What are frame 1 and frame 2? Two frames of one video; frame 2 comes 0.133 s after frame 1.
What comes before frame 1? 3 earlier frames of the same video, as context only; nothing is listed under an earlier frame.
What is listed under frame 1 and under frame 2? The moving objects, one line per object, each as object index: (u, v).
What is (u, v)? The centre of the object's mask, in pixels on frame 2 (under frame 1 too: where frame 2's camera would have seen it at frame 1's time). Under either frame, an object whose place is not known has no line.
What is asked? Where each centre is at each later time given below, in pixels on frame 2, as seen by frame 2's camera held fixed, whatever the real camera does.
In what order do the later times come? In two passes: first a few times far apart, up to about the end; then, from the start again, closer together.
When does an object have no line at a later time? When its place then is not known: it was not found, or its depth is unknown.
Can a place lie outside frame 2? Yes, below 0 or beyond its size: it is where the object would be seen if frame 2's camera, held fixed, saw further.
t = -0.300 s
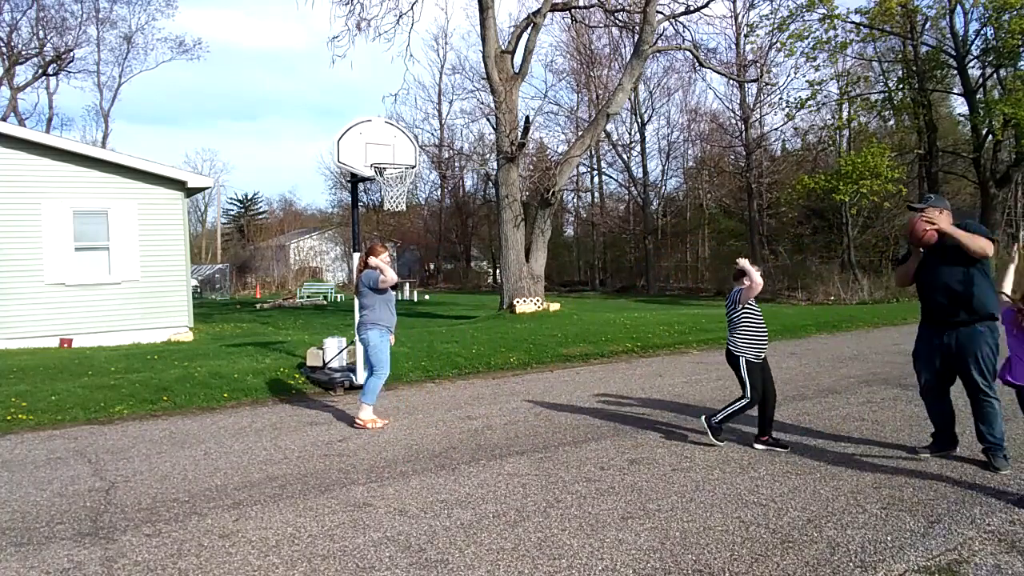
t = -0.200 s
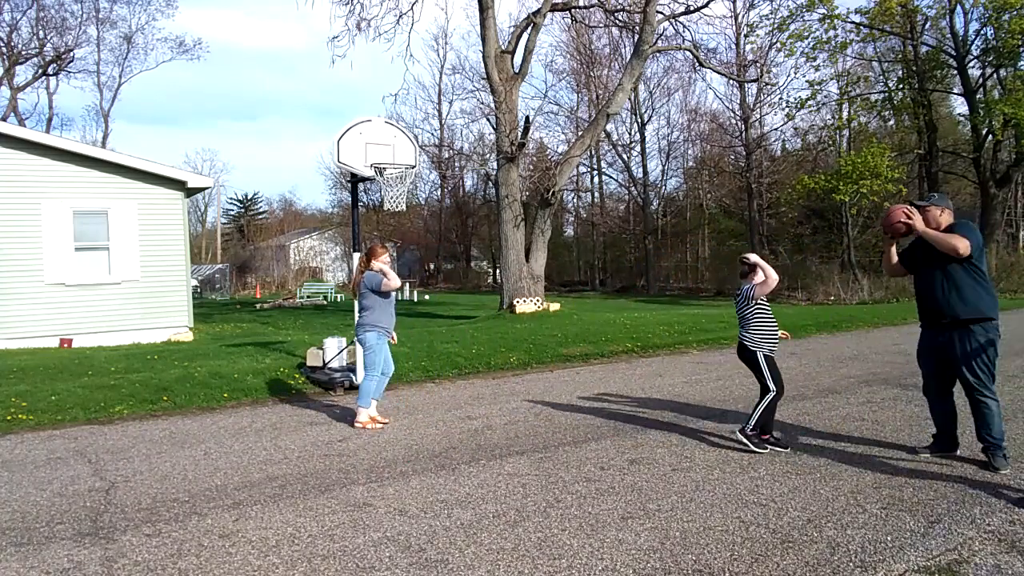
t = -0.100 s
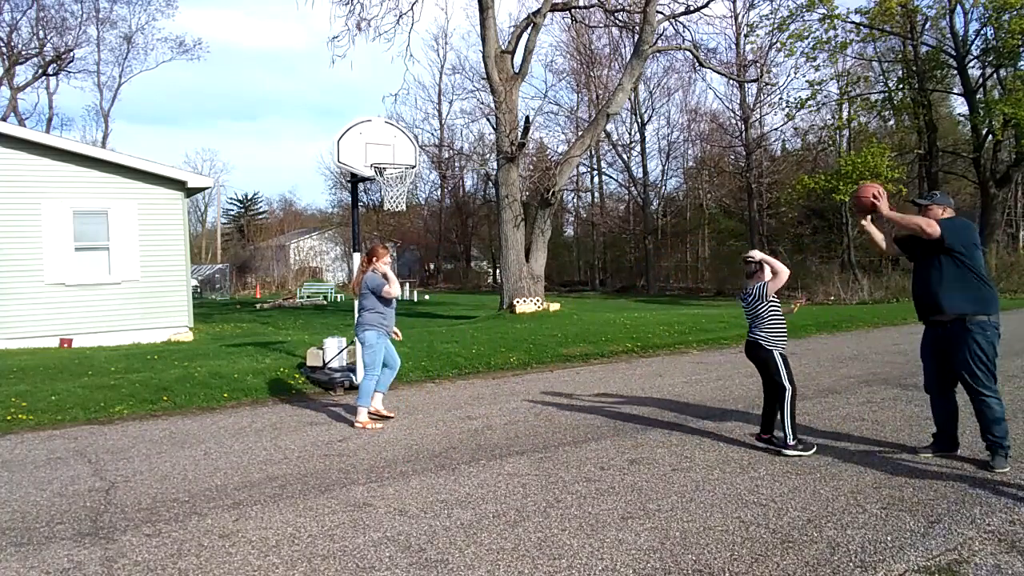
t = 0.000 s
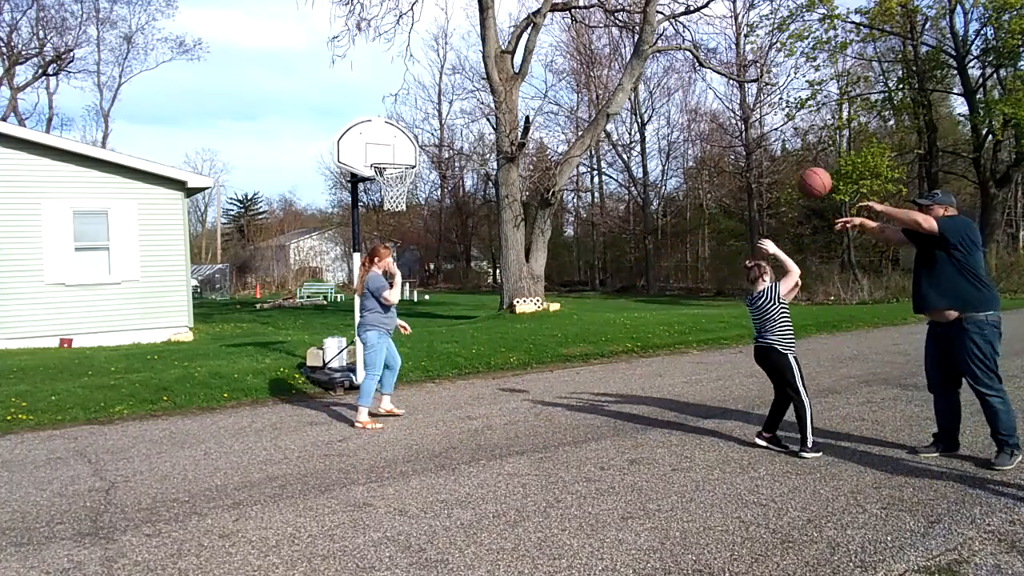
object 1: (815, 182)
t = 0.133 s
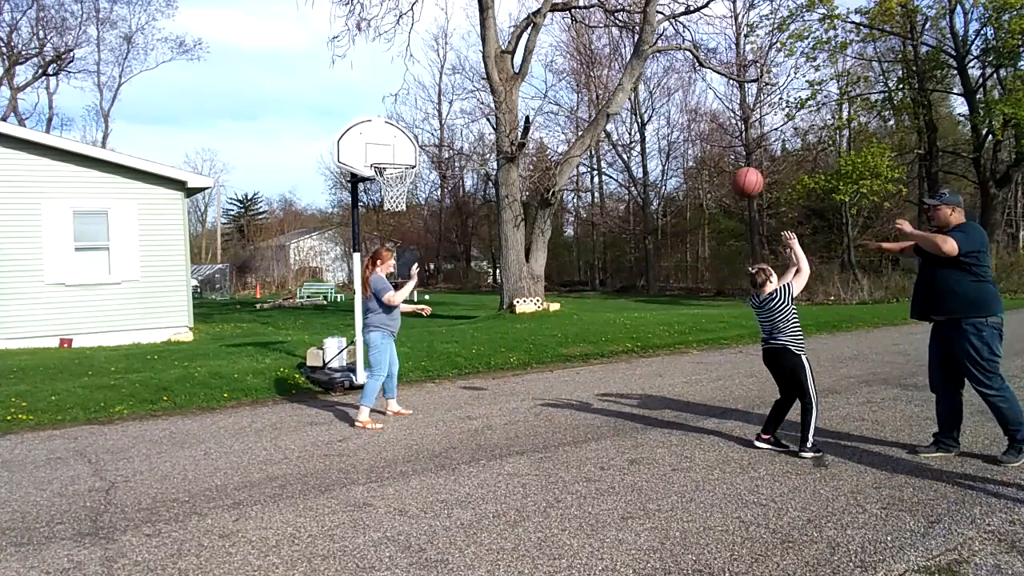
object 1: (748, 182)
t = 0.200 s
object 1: (717, 190)
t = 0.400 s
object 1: (631, 243)
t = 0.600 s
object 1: (555, 335)
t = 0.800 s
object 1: (501, 380)
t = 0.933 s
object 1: (480, 331)
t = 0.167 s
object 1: (731, 185)
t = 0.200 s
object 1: (717, 190)
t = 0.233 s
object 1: (701, 196)
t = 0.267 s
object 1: (687, 203)
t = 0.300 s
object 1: (671, 211)
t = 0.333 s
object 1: (657, 221)
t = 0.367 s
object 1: (644, 231)
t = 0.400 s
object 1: (631, 243)
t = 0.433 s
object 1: (617, 255)
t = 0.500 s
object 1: (591, 285)
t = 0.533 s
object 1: (579, 301)
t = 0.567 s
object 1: (567, 318)
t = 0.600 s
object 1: (555, 335)
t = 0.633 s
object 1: (544, 354)
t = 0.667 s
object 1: (532, 374)
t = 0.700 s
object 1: (521, 395)
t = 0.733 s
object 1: (512, 411)
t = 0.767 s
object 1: (507, 395)
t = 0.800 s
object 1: (501, 380)
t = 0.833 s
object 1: (496, 366)
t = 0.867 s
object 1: (490, 353)
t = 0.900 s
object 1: (485, 342)
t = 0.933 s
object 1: (480, 331)
